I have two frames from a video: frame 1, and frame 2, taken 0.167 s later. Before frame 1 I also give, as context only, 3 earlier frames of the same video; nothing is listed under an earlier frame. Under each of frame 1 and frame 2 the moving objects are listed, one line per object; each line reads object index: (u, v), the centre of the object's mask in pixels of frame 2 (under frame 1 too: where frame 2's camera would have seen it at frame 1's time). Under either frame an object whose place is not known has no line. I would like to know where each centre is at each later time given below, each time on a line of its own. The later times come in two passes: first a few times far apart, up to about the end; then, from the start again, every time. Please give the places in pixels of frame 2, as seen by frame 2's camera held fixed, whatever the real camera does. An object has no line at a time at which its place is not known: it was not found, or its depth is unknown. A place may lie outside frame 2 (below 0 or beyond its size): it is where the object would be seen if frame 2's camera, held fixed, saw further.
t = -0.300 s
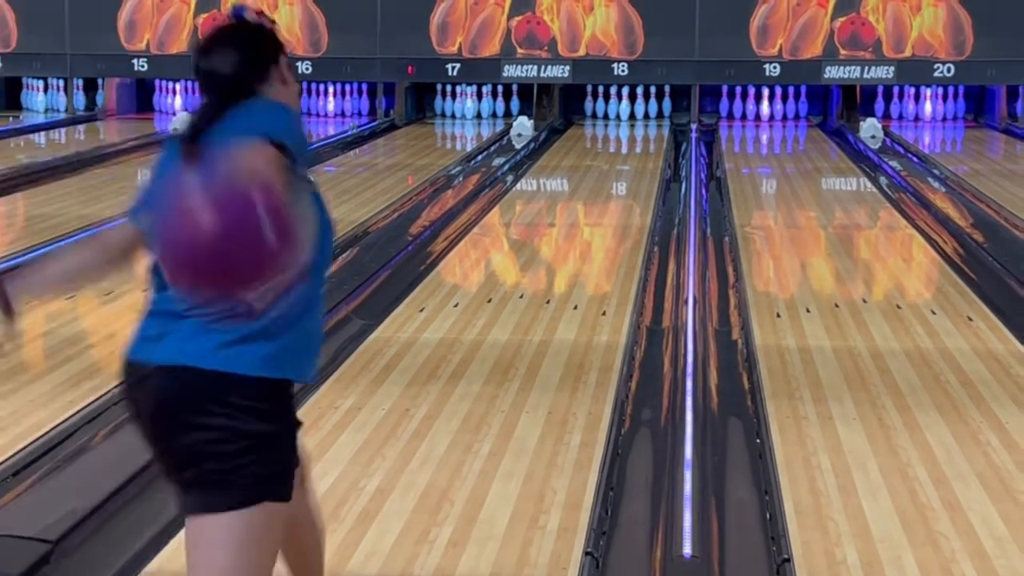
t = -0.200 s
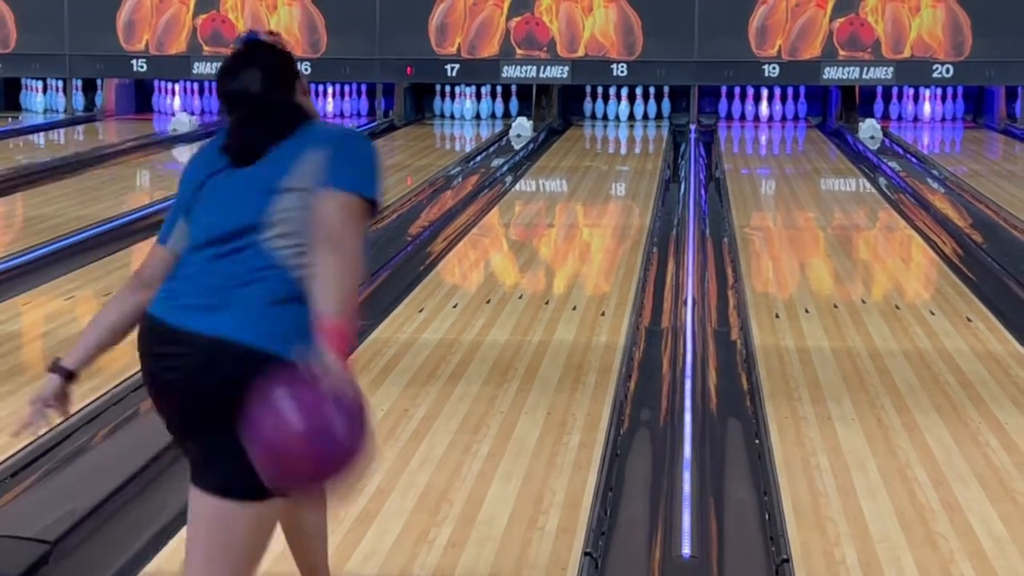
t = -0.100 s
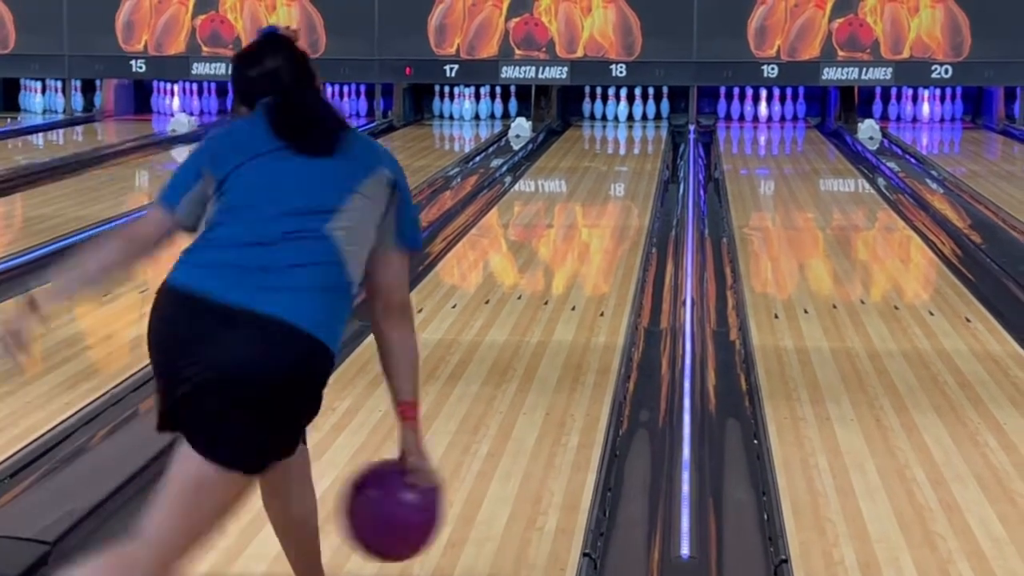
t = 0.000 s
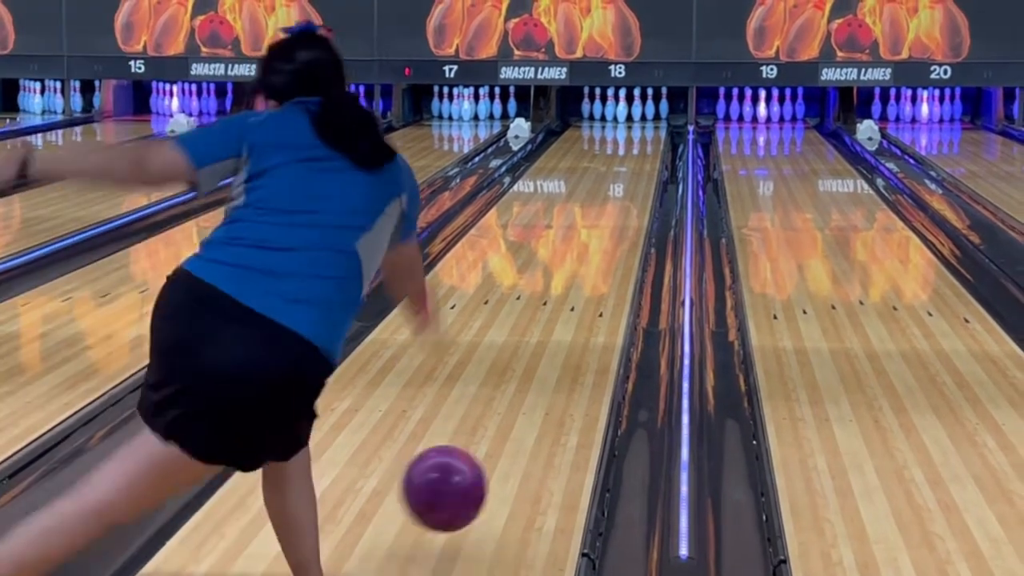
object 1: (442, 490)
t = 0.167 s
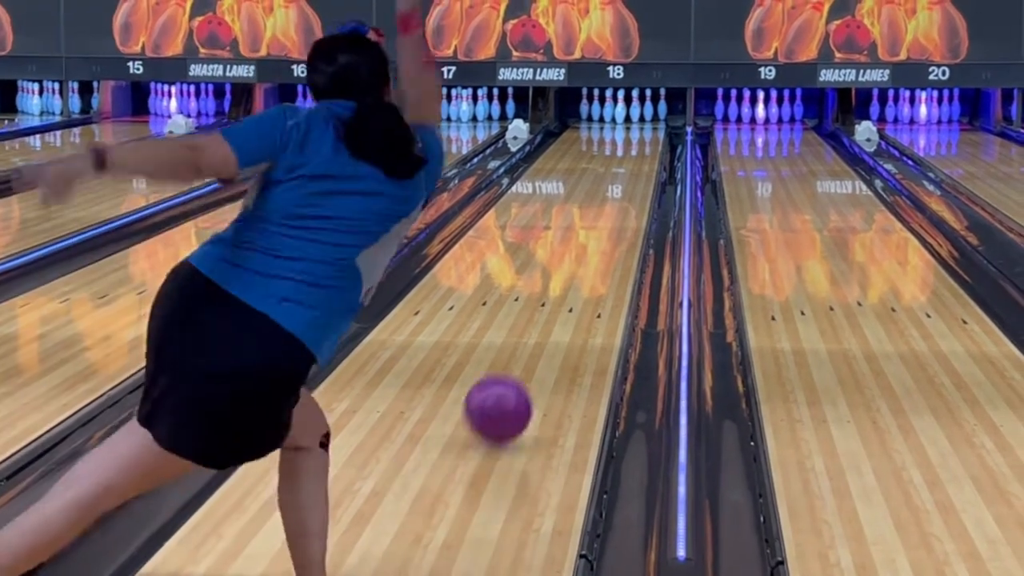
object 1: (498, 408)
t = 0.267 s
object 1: (522, 371)
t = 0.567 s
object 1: (570, 281)
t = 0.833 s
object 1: (595, 232)
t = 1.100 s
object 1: (613, 198)
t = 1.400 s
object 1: (625, 170)
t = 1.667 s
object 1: (633, 151)
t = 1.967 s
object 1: (636, 135)
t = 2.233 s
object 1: (634, 125)
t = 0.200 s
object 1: (507, 398)
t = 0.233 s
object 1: (515, 384)
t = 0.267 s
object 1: (522, 371)
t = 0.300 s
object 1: (529, 358)
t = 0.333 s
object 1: (536, 346)
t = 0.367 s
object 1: (541, 335)
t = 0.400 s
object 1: (547, 324)
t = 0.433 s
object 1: (552, 314)
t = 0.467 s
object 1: (557, 305)
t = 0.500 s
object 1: (561, 297)
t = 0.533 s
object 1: (565, 289)
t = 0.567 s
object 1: (570, 281)
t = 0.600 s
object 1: (574, 274)
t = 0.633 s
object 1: (577, 267)
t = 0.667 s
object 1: (581, 260)
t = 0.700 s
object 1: (584, 254)
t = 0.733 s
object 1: (587, 248)
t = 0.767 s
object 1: (590, 242)
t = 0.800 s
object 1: (593, 237)
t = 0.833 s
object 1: (595, 232)
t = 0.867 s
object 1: (598, 227)
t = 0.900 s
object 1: (601, 222)
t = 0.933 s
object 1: (603, 217)
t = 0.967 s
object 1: (605, 213)
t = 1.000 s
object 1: (607, 209)
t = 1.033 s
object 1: (609, 205)
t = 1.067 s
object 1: (611, 202)
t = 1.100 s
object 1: (613, 198)
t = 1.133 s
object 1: (614, 195)
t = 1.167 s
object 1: (616, 191)
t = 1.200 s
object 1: (618, 188)
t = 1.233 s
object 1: (619, 185)
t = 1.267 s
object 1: (620, 182)
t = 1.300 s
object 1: (622, 179)
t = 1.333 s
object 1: (623, 176)
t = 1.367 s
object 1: (624, 173)
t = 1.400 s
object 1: (625, 170)
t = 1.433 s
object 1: (626, 168)
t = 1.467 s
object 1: (628, 165)
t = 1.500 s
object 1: (629, 162)
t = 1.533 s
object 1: (629, 160)
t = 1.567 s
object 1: (630, 158)
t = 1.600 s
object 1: (631, 155)
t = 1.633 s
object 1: (631, 153)
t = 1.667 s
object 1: (633, 151)
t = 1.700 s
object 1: (633, 149)
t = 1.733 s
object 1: (634, 147)
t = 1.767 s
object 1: (634, 145)
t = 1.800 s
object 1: (635, 144)
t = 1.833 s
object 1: (635, 142)
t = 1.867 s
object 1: (635, 141)
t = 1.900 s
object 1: (636, 139)
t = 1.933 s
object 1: (636, 137)
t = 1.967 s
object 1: (636, 135)
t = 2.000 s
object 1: (635, 134)
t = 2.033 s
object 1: (636, 133)
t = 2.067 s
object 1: (636, 132)
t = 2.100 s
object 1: (635, 130)
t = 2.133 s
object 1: (635, 128)
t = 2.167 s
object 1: (635, 127)
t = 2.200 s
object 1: (634, 126)
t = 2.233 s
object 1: (634, 125)
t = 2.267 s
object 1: (633, 124)
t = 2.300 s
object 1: (633, 123)
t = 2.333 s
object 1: (632, 122)
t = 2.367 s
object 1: (632, 121)
